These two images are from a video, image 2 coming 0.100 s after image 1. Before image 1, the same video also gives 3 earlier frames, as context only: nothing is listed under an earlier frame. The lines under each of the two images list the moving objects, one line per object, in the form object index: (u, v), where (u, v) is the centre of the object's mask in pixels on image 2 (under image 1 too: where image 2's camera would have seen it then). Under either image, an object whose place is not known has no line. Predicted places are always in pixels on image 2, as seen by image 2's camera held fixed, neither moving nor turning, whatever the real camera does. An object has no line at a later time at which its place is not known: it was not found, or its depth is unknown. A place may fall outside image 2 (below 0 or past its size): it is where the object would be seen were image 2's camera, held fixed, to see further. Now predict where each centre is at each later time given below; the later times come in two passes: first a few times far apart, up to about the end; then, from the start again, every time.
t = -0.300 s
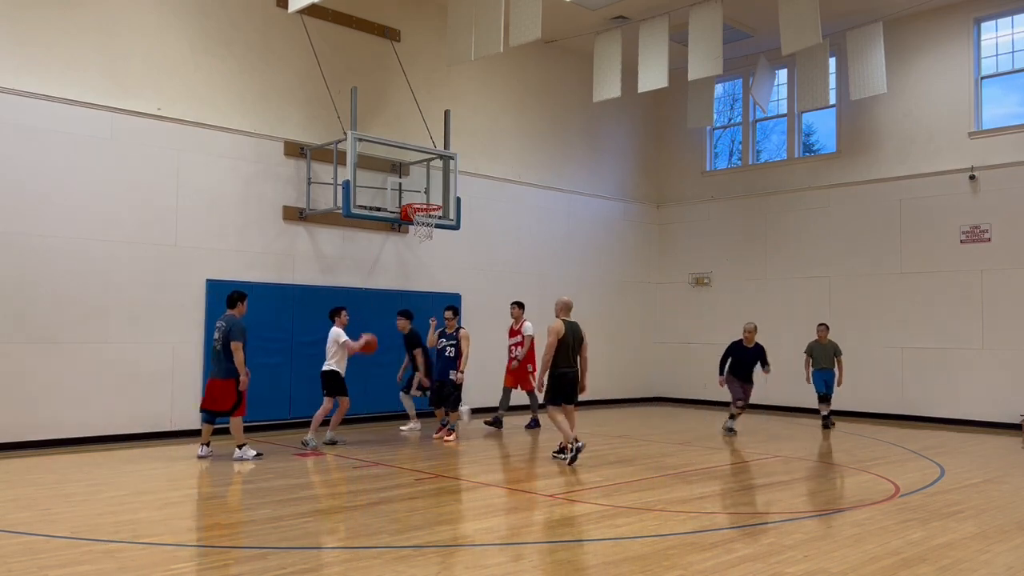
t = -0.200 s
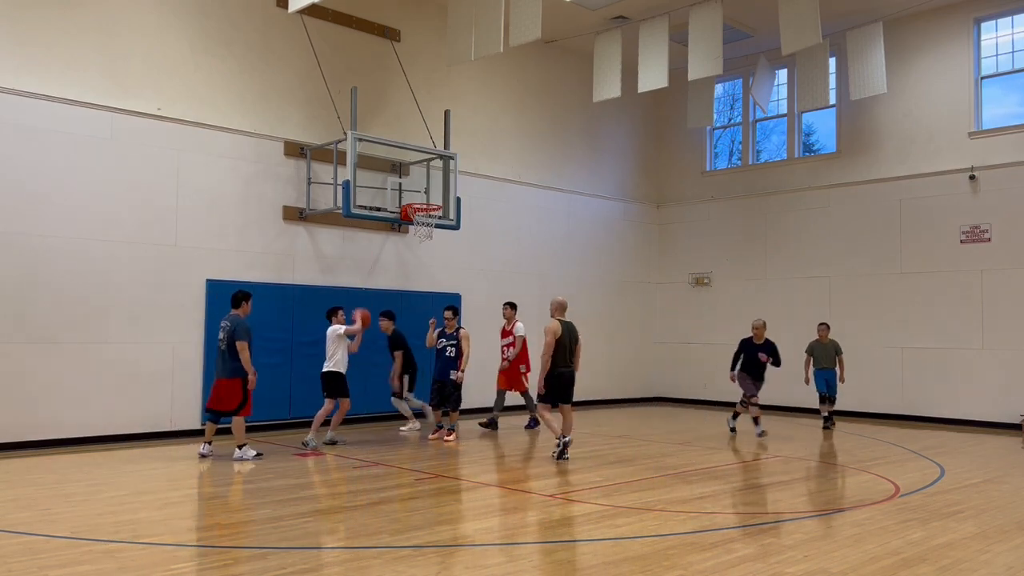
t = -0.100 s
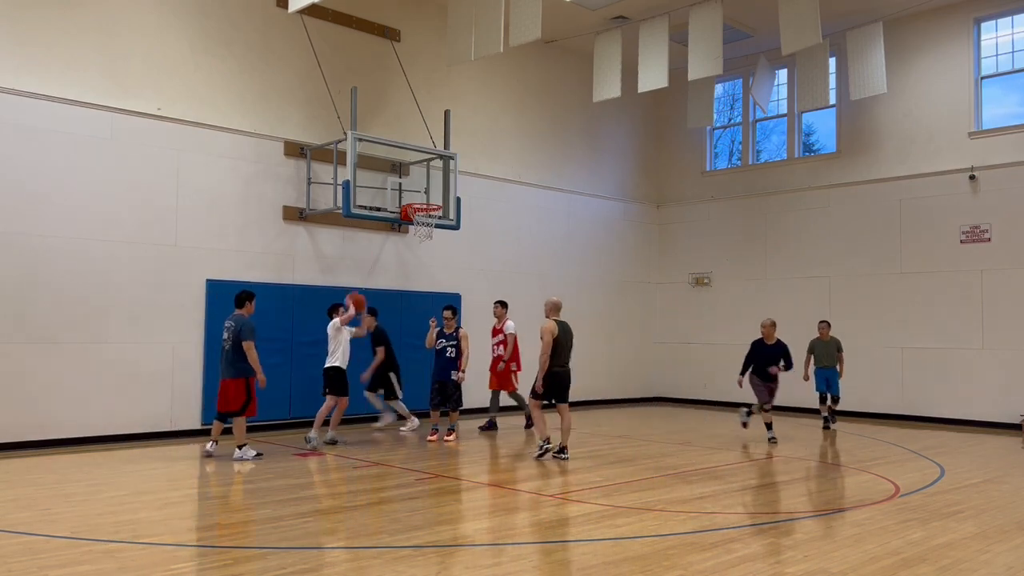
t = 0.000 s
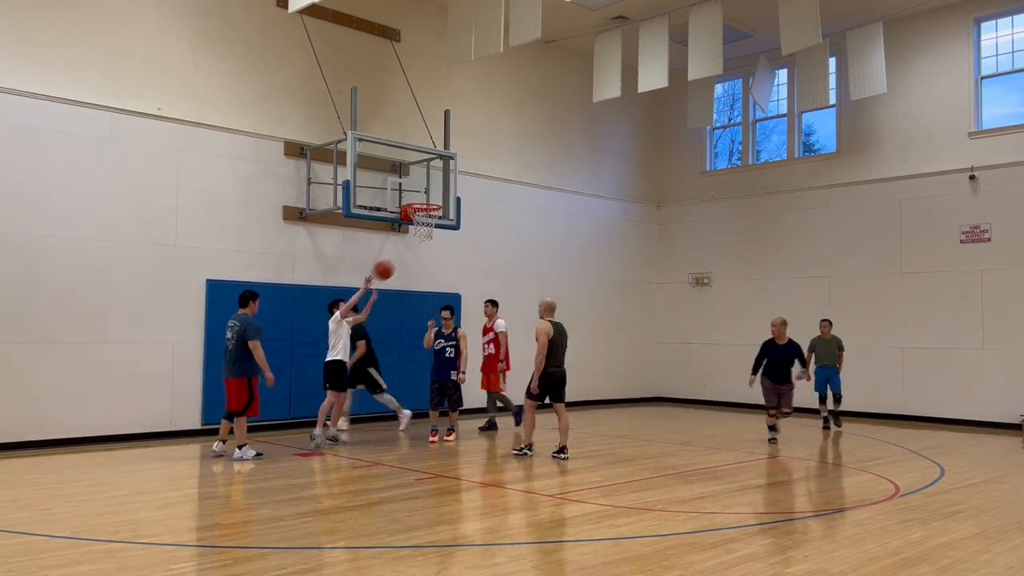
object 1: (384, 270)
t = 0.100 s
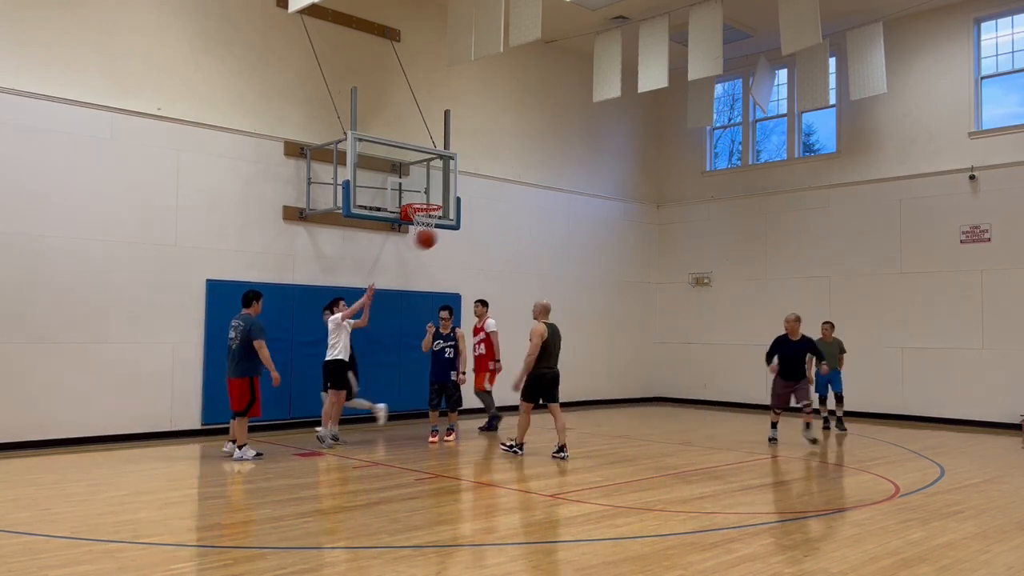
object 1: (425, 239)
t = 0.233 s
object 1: (485, 207)
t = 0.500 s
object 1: (617, 187)
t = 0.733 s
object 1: (753, 224)
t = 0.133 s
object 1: (440, 230)
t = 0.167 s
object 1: (456, 221)
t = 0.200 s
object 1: (471, 214)
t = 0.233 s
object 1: (485, 207)
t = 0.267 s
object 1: (500, 202)
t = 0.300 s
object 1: (516, 197)
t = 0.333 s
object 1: (532, 193)
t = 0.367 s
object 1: (549, 190)
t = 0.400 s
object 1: (565, 188)
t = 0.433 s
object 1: (582, 187)
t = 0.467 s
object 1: (599, 186)
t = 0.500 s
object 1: (617, 187)
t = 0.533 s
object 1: (635, 189)
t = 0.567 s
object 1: (653, 192)
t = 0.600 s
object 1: (673, 196)
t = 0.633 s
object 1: (691, 201)
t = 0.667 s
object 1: (711, 207)
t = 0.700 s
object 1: (731, 215)
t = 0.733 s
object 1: (753, 224)
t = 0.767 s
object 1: (773, 234)
